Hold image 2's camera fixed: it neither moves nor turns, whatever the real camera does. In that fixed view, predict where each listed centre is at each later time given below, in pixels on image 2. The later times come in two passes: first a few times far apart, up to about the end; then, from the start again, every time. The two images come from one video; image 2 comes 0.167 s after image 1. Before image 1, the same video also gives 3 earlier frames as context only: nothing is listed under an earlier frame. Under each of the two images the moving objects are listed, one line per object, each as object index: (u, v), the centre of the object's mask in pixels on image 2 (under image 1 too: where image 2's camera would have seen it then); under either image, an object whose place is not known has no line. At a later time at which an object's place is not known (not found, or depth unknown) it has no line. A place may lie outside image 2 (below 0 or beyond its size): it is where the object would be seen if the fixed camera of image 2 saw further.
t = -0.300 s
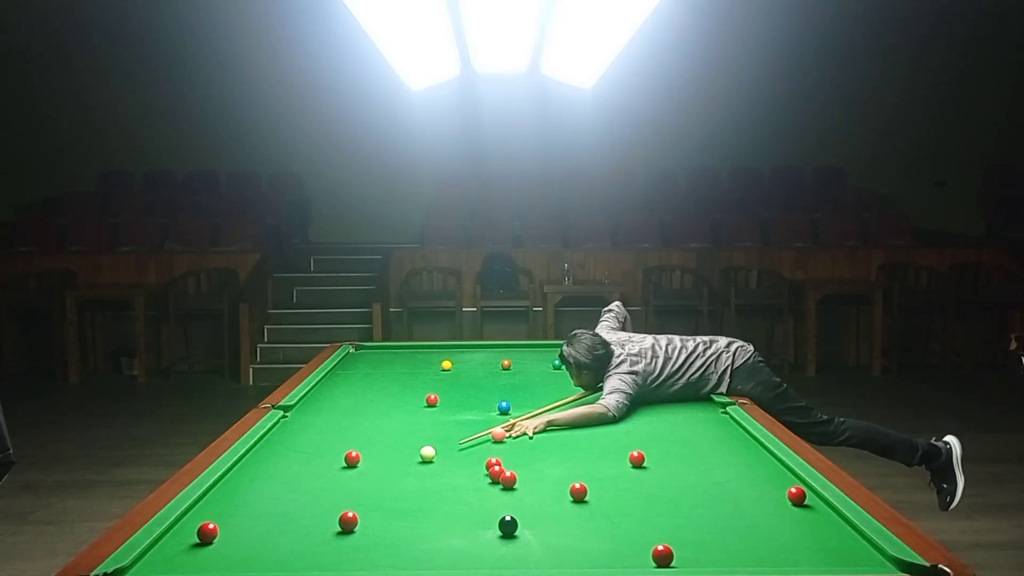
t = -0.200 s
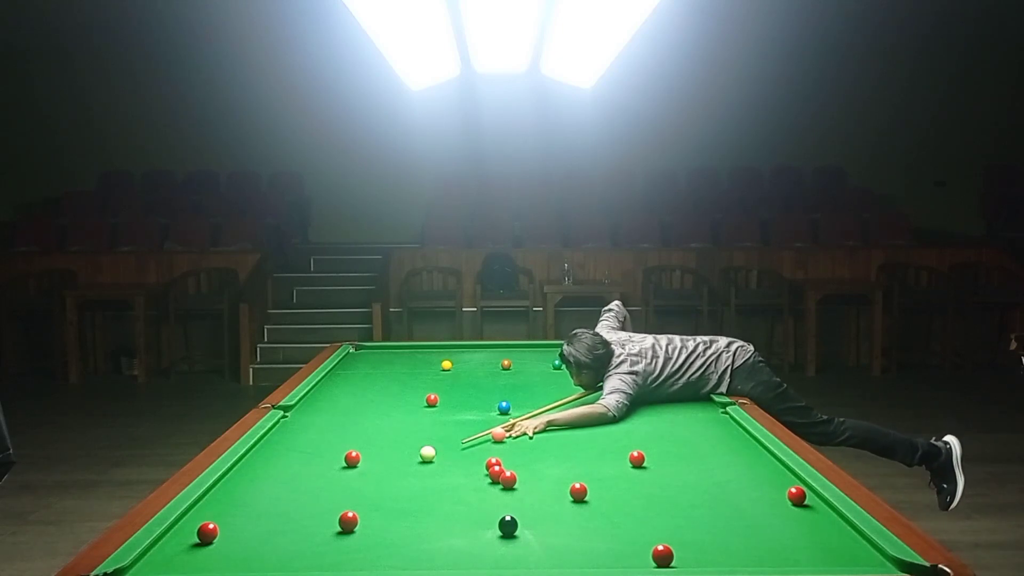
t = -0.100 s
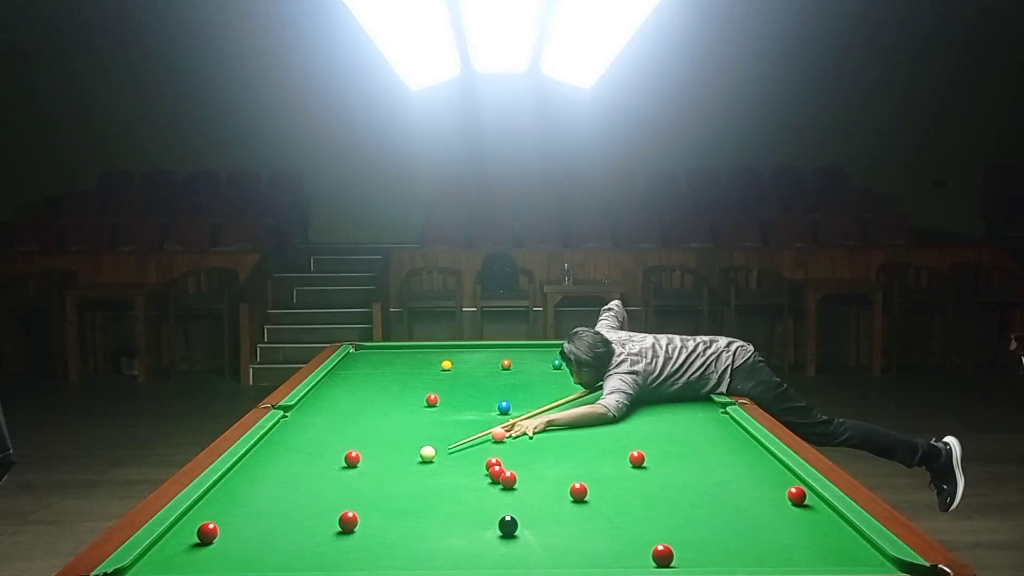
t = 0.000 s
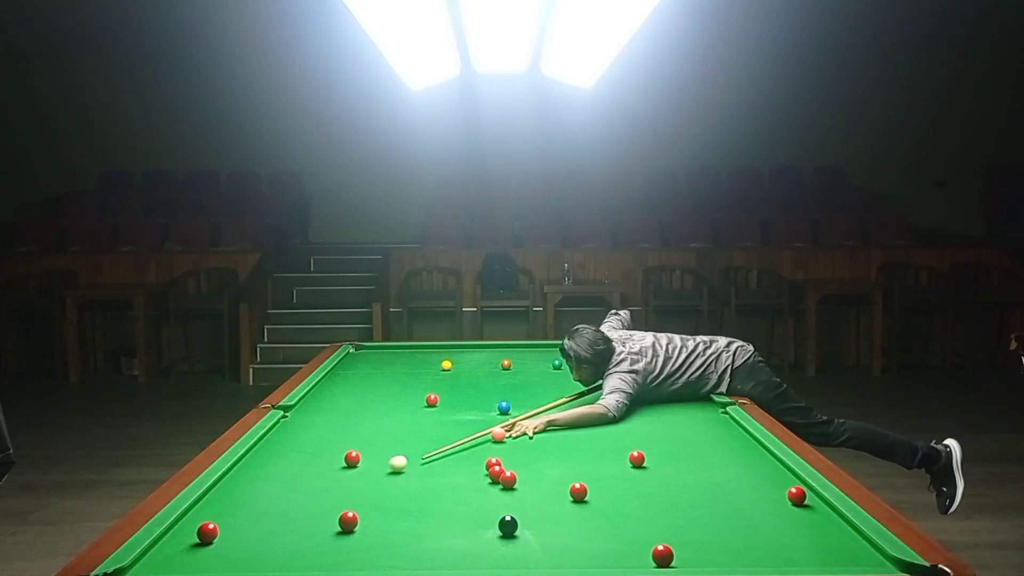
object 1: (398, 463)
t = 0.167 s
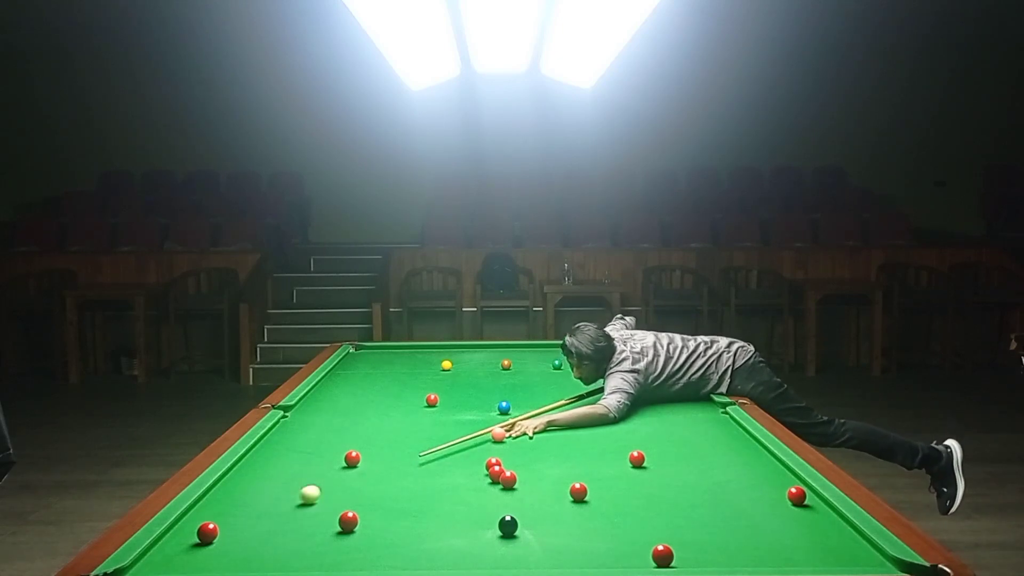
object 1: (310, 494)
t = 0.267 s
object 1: (258, 512)
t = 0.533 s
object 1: (190, 526)
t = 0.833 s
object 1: (204, 524)
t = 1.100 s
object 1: (230, 521)
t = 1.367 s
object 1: (254, 518)
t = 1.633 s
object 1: (275, 516)
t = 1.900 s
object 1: (293, 514)
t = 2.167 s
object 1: (308, 512)
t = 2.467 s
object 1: (322, 511)
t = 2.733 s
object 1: (332, 509)
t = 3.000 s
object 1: (339, 507)
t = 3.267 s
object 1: (345, 506)
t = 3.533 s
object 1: (348, 505)
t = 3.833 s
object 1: (347, 505)
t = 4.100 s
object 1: (347, 505)
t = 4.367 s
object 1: (346, 505)
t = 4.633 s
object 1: (346, 505)
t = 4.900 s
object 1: (346, 505)
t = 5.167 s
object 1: (346, 505)
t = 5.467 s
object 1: (346, 505)
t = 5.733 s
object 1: (346, 505)
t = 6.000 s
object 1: (346, 505)
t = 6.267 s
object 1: (346, 505)
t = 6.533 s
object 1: (346, 505)
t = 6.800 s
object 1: (346, 505)
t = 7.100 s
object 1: (346, 505)
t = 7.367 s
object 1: (346, 505)
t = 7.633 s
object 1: (346, 505)
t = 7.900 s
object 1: (346, 505)
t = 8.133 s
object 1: (346, 505)
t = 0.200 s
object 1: (293, 500)
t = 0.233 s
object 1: (275, 506)
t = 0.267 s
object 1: (258, 512)
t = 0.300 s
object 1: (241, 518)
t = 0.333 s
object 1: (226, 524)
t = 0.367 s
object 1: (217, 525)
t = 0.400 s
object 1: (211, 526)
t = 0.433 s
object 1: (206, 526)
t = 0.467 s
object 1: (201, 526)
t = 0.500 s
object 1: (196, 526)
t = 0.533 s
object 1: (190, 526)
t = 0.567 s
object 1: (185, 526)
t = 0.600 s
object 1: (180, 526)
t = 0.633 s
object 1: (182, 526)
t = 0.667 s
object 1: (186, 526)
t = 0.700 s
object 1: (189, 525)
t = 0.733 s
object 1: (193, 525)
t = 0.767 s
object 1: (197, 524)
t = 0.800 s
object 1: (200, 524)
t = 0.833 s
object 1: (204, 524)
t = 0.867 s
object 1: (207, 523)
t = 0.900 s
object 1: (211, 523)
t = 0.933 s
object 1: (214, 523)
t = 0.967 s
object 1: (217, 522)
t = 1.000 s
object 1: (221, 522)
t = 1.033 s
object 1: (224, 522)
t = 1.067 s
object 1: (227, 521)
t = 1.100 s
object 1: (230, 521)
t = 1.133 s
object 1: (233, 521)
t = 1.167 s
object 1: (236, 520)
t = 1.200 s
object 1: (239, 520)
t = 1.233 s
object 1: (242, 520)
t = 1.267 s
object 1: (246, 519)
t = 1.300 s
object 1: (248, 519)
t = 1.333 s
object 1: (251, 518)
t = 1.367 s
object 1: (254, 518)
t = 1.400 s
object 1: (257, 518)
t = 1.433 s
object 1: (259, 517)
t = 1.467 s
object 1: (262, 517)
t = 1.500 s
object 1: (265, 517)
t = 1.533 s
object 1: (267, 517)
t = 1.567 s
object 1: (270, 516)
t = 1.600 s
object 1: (272, 516)
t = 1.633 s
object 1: (275, 516)
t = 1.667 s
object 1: (277, 516)
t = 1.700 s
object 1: (280, 515)
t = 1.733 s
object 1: (282, 515)
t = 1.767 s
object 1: (284, 515)
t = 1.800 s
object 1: (286, 515)
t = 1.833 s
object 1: (288, 515)
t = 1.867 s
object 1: (290, 514)
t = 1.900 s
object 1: (293, 514)
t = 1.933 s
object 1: (295, 514)
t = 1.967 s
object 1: (297, 513)
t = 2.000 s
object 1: (299, 513)
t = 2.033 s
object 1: (301, 513)
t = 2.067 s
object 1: (302, 513)
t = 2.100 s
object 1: (304, 512)
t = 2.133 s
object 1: (306, 512)
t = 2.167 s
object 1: (308, 512)
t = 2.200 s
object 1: (310, 512)
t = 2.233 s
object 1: (311, 512)
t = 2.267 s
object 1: (313, 511)
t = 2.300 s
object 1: (315, 511)
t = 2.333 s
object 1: (316, 511)
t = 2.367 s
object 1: (318, 511)
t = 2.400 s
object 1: (319, 511)
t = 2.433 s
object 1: (321, 511)
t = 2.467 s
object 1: (322, 511)
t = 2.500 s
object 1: (324, 511)
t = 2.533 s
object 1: (325, 510)
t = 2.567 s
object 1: (326, 510)
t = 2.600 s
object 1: (328, 510)
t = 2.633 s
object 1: (329, 510)
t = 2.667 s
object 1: (330, 510)
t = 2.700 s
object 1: (331, 509)
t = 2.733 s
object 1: (332, 509)
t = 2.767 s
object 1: (333, 509)
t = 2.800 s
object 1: (334, 509)
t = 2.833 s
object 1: (335, 509)
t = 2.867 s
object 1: (336, 508)
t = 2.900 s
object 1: (337, 508)
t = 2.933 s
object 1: (338, 508)
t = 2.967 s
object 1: (338, 508)
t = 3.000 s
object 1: (339, 507)
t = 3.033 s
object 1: (340, 507)
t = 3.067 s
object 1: (340, 507)
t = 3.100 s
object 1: (341, 507)
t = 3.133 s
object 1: (342, 506)
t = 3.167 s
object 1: (343, 506)
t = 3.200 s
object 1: (343, 506)
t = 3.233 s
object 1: (344, 506)
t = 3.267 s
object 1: (345, 506)
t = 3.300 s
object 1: (345, 506)
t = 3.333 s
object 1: (346, 506)
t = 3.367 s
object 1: (346, 506)
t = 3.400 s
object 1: (347, 506)
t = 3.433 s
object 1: (347, 505)
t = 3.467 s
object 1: (347, 505)
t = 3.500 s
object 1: (348, 505)
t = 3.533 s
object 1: (348, 505)
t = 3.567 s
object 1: (348, 505)
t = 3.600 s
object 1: (348, 505)
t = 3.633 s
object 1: (348, 505)
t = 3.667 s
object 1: (348, 505)
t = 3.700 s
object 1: (348, 505)
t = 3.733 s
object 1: (348, 505)
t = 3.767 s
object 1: (348, 505)
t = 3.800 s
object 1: (347, 505)
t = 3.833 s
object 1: (347, 505)
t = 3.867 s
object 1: (347, 505)
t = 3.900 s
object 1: (347, 505)
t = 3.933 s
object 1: (347, 505)
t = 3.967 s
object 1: (347, 505)
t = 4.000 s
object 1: (347, 505)
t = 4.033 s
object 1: (346, 505)
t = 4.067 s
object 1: (347, 505)
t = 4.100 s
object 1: (347, 505)
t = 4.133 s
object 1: (347, 505)
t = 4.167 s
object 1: (347, 505)
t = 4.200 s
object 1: (346, 505)
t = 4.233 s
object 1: (346, 505)
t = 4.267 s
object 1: (346, 505)
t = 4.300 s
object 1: (346, 505)
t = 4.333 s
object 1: (346, 505)
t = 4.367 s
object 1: (346, 505)
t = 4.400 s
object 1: (346, 505)
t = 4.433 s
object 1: (346, 505)
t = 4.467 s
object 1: (346, 505)
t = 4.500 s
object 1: (346, 505)
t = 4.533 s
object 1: (346, 505)
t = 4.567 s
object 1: (346, 505)
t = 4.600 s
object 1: (346, 505)
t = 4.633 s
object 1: (346, 505)
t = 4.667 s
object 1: (346, 505)
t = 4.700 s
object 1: (346, 505)
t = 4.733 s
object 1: (346, 505)
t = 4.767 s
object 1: (346, 505)
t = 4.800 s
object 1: (346, 505)
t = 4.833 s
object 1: (346, 505)
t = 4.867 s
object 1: (346, 505)
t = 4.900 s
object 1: (346, 505)
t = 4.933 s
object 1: (346, 505)
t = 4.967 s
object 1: (346, 505)
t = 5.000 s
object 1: (346, 505)
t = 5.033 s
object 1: (346, 505)
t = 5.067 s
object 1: (346, 505)
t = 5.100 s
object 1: (346, 505)
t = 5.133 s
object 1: (346, 505)
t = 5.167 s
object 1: (346, 505)
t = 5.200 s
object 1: (346, 505)
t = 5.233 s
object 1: (346, 505)
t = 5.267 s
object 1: (346, 505)
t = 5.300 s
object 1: (346, 505)
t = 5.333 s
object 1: (346, 505)
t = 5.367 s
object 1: (346, 505)
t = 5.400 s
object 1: (346, 505)
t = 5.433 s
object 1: (346, 505)
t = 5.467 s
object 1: (346, 505)
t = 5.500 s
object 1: (346, 505)
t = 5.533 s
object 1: (346, 505)
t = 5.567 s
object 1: (346, 505)
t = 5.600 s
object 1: (346, 505)
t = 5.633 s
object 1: (346, 505)
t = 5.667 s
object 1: (346, 505)
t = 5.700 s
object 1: (346, 505)
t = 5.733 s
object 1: (346, 505)
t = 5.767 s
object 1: (346, 505)
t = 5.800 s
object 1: (346, 505)
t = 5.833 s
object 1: (346, 505)
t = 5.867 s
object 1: (346, 505)
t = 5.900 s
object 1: (346, 505)
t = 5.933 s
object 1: (346, 505)
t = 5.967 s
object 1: (346, 505)
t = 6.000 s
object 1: (346, 505)
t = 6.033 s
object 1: (346, 505)
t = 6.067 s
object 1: (346, 505)
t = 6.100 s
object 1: (346, 505)
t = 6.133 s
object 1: (346, 505)
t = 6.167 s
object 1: (346, 505)
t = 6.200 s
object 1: (346, 505)
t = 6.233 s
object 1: (346, 505)
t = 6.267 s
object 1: (346, 505)
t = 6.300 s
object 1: (346, 505)
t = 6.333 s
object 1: (346, 505)
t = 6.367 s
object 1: (346, 505)
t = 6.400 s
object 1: (346, 505)
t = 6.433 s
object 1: (346, 505)
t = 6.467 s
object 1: (346, 505)
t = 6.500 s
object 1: (346, 505)
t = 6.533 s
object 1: (346, 505)
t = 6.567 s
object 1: (346, 505)
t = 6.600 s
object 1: (346, 505)
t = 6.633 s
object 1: (346, 505)
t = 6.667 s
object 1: (346, 505)
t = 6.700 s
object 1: (346, 505)
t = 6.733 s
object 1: (346, 505)
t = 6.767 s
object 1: (346, 505)
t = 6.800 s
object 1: (346, 505)
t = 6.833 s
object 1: (346, 505)
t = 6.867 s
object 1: (346, 505)
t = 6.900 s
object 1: (346, 505)
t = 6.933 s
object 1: (346, 505)
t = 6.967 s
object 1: (346, 505)
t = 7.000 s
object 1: (346, 505)
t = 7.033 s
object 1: (346, 505)
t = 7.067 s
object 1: (346, 505)
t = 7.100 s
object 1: (346, 505)
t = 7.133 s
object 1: (346, 505)
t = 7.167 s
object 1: (346, 505)
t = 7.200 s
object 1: (346, 505)
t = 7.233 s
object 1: (346, 505)
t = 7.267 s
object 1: (346, 505)
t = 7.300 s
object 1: (346, 505)
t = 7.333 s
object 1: (346, 505)
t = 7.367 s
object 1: (346, 505)
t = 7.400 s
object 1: (346, 505)
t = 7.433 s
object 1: (346, 505)
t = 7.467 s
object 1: (346, 505)
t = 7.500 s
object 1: (346, 505)
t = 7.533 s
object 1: (346, 505)
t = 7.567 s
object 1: (346, 505)
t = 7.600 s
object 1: (346, 505)
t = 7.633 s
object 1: (346, 505)
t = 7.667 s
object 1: (346, 505)
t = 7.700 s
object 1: (346, 505)
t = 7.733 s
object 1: (346, 505)
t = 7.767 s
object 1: (346, 505)
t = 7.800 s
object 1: (346, 505)
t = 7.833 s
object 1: (346, 505)
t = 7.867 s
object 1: (346, 505)
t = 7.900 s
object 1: (346, 505)
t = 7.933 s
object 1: (346, 505)
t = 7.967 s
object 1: (346, 505)
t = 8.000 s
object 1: (346, 505)
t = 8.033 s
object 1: (346, 505)
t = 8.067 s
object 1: (346, 505)
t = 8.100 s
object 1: (346, 505)
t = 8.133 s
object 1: (346, 505)
